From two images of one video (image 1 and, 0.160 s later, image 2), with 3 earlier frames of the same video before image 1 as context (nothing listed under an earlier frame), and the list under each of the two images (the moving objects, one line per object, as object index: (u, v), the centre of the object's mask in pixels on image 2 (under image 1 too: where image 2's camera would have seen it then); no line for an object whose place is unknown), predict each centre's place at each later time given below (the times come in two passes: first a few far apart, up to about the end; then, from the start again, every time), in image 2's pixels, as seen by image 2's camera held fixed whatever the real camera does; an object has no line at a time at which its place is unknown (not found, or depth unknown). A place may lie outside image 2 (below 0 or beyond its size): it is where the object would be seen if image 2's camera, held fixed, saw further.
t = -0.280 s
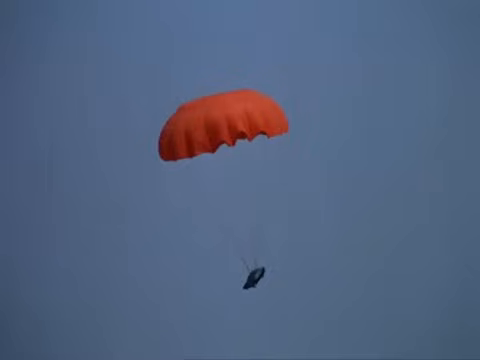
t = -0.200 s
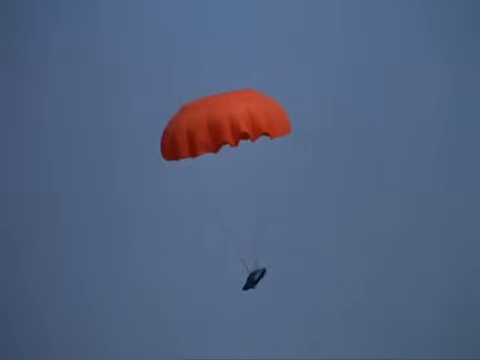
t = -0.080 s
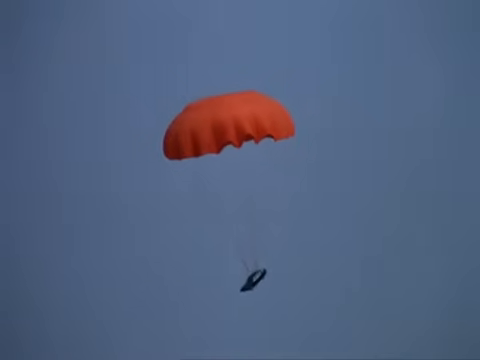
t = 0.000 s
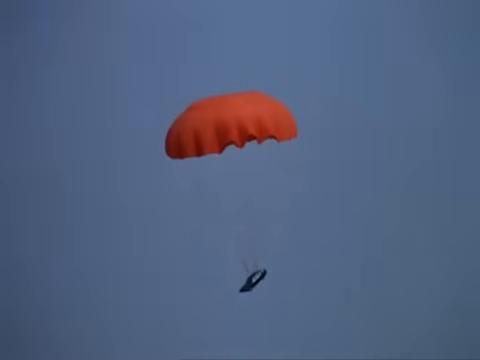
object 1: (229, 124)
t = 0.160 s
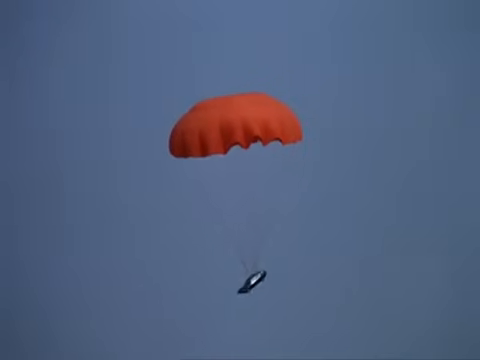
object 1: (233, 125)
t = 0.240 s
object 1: (235, 126)
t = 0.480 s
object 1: (240, 126)
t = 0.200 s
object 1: (234, 125)
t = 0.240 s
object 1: (235, 126)
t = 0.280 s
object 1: (236, 126)
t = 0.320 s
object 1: (237, 126)
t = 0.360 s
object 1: (238, 126)
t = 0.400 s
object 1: (239, 126)
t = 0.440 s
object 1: (239, 126)
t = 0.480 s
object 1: (240, 126)
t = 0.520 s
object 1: (241, 126)
